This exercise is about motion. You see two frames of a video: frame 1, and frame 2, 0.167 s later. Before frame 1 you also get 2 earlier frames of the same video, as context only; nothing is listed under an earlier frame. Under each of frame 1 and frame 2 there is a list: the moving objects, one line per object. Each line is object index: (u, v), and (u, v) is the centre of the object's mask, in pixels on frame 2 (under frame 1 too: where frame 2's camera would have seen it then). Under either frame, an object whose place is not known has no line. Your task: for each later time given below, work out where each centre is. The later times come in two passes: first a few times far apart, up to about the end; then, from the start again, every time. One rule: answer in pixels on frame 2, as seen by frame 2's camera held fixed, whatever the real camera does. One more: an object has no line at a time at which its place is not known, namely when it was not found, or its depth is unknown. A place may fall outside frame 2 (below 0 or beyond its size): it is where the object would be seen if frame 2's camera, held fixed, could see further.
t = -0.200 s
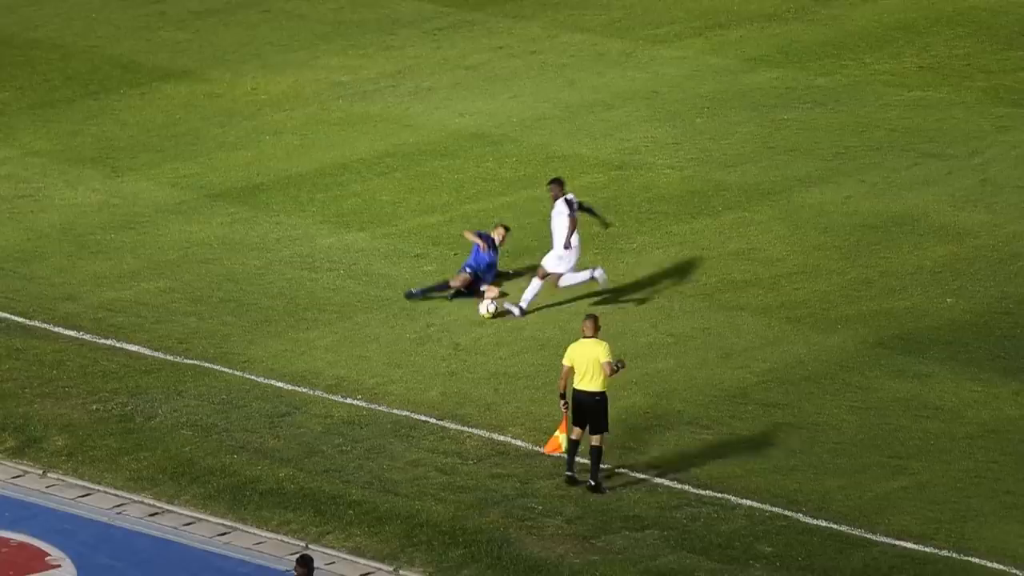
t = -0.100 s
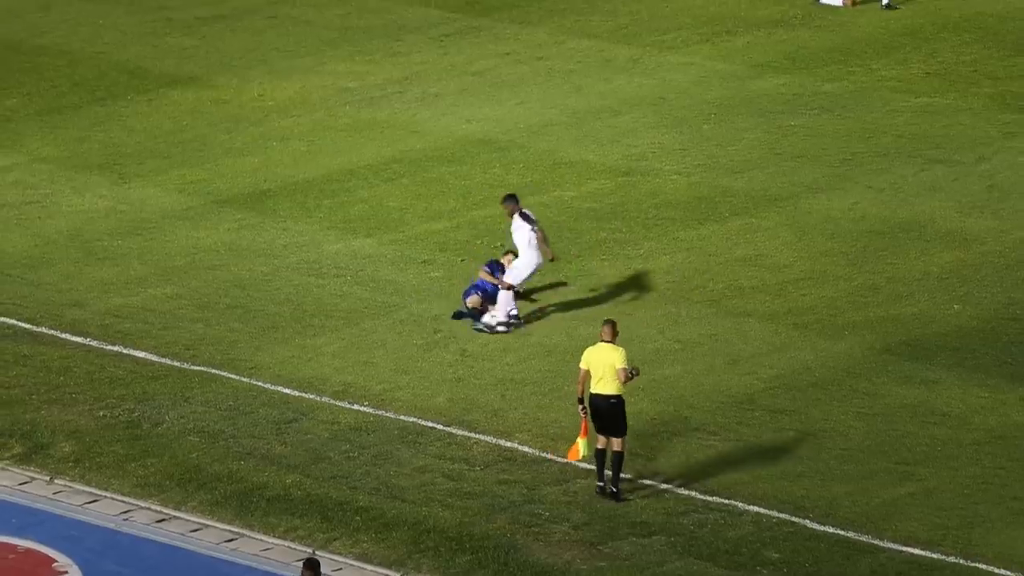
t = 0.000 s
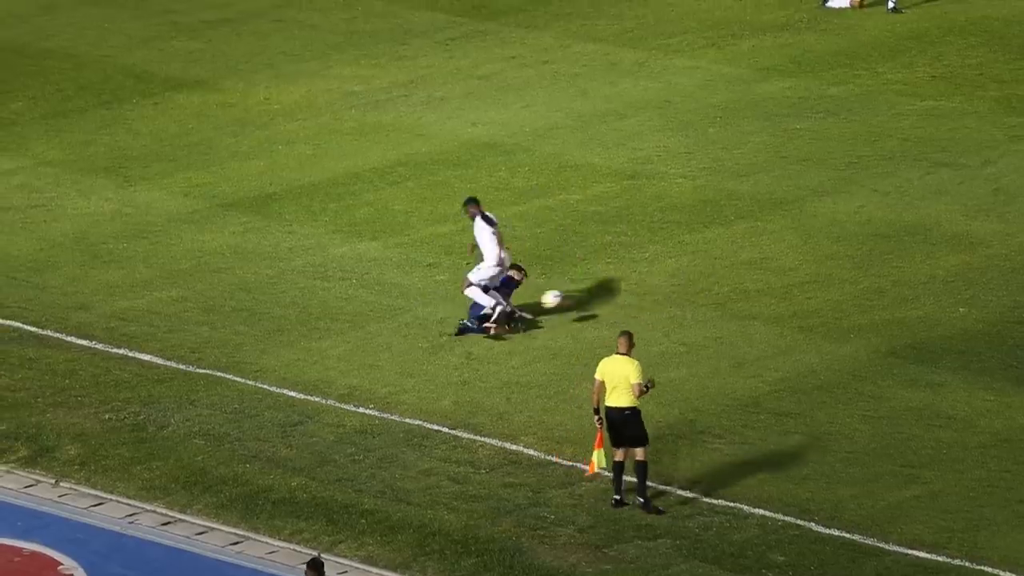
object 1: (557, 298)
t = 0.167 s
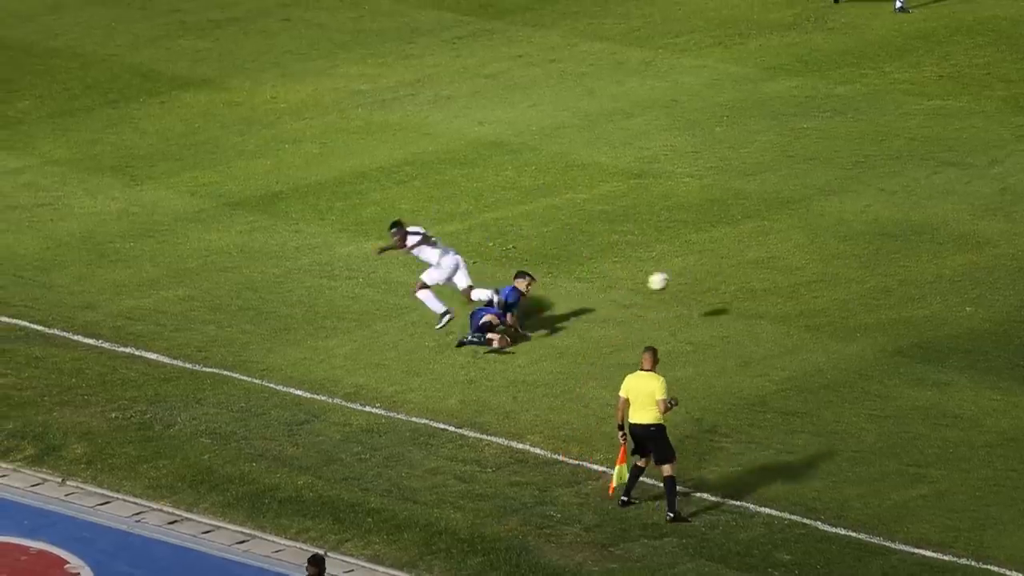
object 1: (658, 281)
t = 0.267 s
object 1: (717, 282)
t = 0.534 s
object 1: (874, 323)
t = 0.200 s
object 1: (677, 281)
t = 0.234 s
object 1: (697, 280)
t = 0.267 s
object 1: (717, 282)
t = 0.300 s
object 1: (736, 283)
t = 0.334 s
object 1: (757, 286)
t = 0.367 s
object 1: (776, 290)
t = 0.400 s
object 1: (795, 295)
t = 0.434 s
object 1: (815, 301)
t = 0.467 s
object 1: (835, 307)
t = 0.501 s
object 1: (855, 314)
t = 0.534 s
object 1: (874, 323)
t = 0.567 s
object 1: (894, 332)
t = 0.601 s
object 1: (909, 328)
